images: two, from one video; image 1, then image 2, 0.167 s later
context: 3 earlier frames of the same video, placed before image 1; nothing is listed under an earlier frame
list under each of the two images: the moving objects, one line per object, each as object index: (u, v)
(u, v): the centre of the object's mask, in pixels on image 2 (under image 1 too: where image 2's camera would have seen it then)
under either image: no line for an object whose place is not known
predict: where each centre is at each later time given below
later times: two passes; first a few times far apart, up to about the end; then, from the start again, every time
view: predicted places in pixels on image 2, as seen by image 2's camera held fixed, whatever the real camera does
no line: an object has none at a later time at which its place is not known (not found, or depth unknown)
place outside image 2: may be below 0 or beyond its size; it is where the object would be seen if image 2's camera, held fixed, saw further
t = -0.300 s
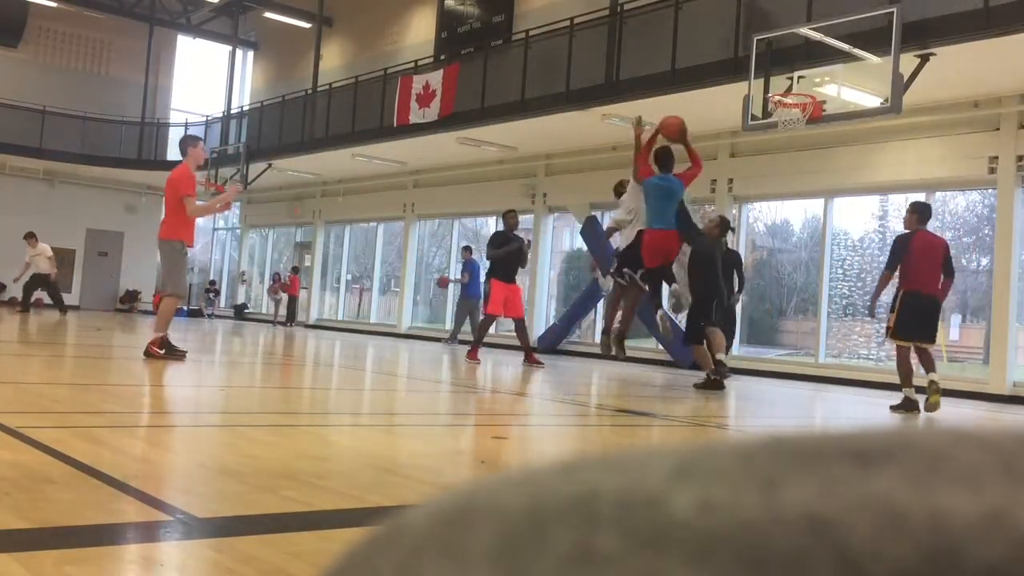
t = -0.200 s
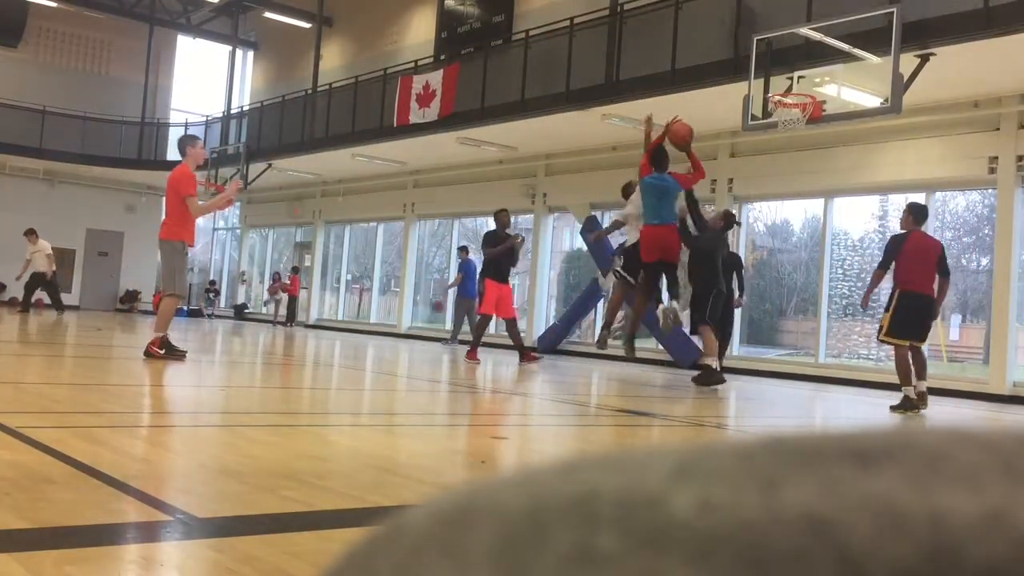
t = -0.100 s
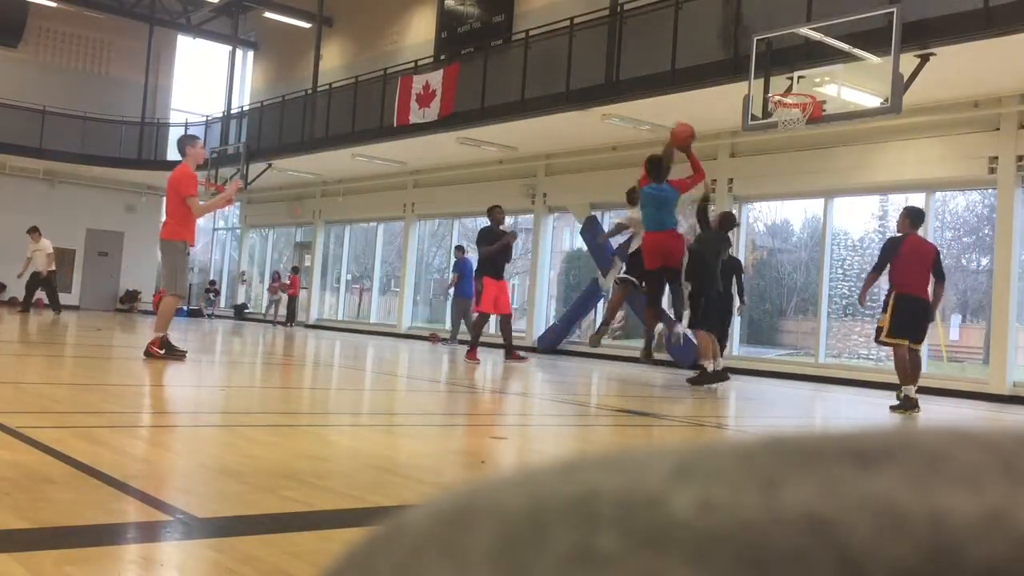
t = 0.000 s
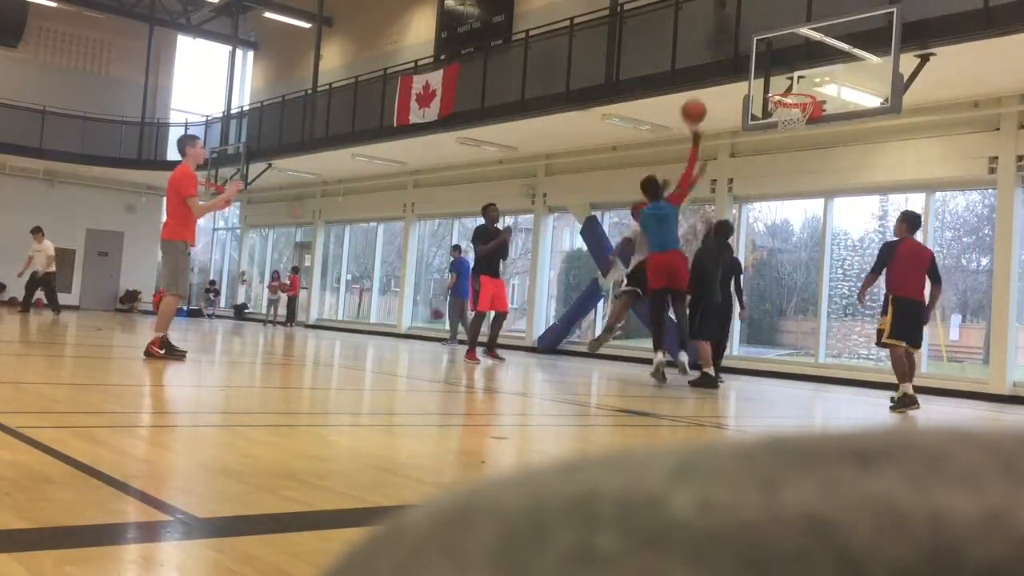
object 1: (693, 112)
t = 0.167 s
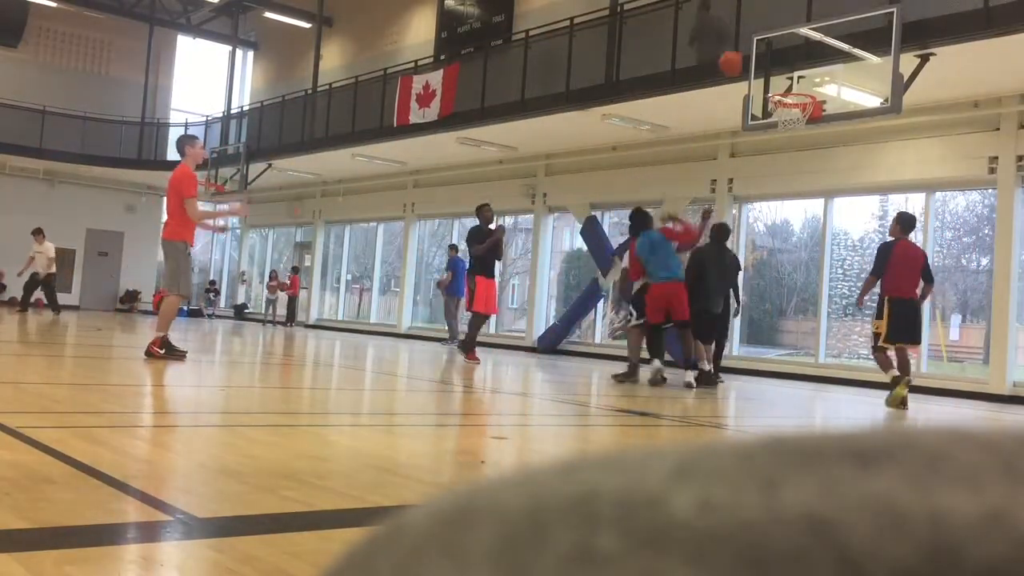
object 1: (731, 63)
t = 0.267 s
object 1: (753, 49)
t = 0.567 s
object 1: (805, 61)
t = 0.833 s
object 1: (793, 69)
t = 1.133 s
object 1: (736, 80)
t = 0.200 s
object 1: (737, 57)
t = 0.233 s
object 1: (744, 52)
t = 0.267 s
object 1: (753, 49)
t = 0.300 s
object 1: (756, 46)
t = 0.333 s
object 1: (764, 44)
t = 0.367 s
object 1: (770, 42)
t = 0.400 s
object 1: (778, 44)
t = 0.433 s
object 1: (784, 45)
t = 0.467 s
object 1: (789, 48)
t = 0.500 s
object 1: (794, 52)
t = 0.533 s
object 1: (800, 55)
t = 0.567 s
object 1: (805, 61)
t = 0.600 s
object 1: (810, 67)
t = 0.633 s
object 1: (816, 75)
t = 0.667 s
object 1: (819, 84)
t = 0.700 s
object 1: (814, 90)
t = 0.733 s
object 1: (809, 84)
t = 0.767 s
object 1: (804, 78)
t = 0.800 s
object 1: (798, 72)
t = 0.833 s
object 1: (793, 69)
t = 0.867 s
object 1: (787, 66)
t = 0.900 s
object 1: (780, 64)
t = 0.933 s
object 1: (774, 64)
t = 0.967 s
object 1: (768, 64)
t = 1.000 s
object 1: (762, 65)
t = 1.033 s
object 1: (756, 66)
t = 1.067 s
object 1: (750, 70)
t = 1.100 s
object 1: (743, 74)
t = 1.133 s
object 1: (736, 80)
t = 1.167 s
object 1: (730, 86)
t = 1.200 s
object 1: (723, 94)
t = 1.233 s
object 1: (716, 103)
